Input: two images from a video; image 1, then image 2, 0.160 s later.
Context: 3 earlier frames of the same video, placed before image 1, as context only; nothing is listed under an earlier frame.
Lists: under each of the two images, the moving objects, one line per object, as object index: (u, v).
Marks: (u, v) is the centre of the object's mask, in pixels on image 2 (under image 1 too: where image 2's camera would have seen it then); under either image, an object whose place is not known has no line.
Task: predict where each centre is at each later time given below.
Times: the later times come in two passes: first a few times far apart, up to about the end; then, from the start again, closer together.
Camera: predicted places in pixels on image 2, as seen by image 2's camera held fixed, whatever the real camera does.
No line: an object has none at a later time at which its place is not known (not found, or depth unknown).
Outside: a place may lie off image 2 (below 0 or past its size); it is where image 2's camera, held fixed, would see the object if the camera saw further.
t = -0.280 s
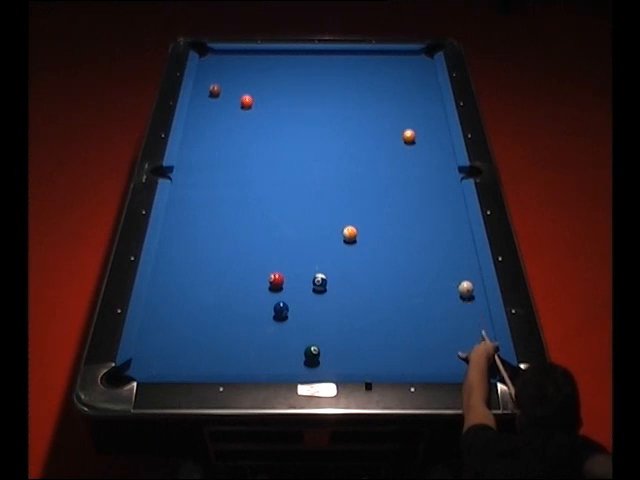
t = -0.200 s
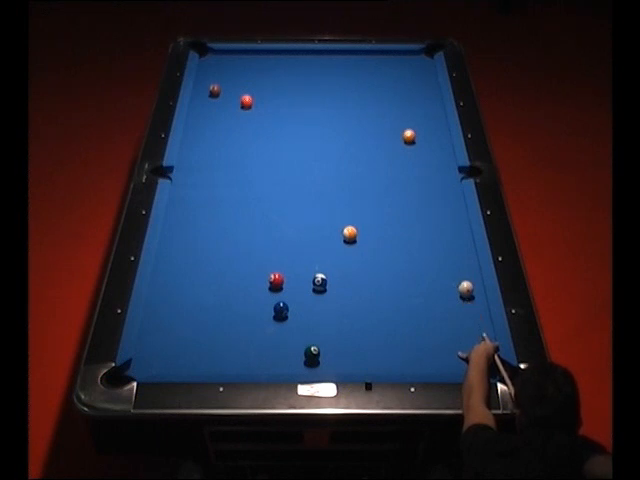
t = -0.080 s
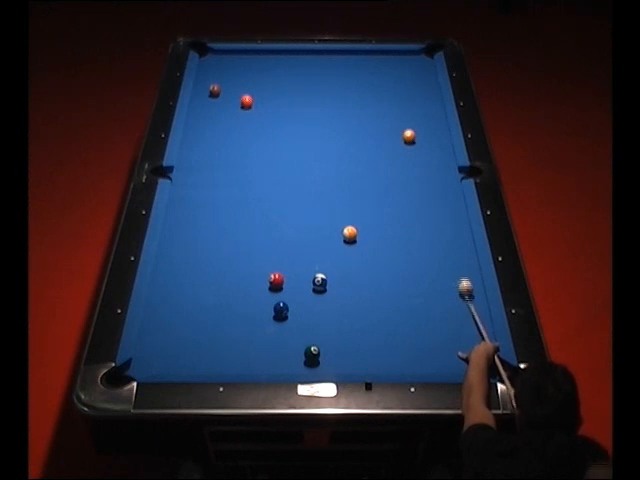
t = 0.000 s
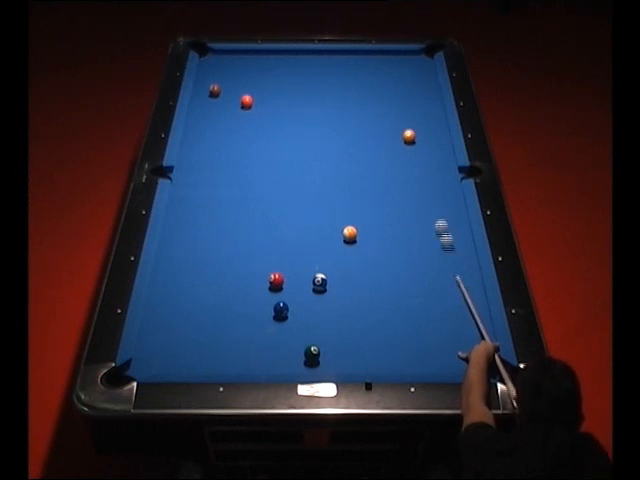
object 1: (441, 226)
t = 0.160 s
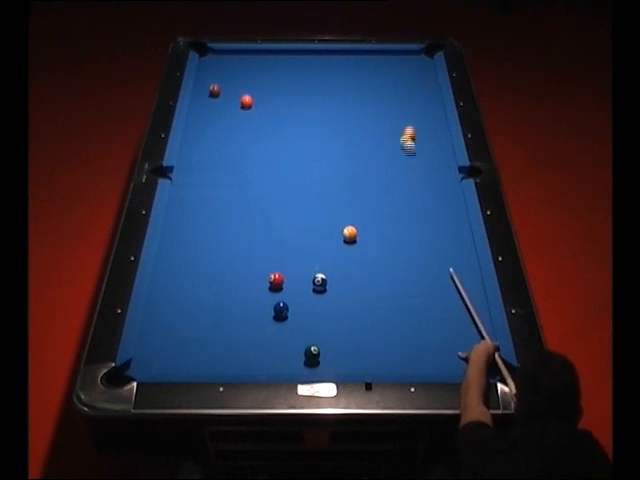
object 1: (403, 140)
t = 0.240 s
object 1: (384, 137)
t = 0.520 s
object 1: (331, 140)
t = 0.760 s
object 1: (293, 151)
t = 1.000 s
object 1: (256, 161)
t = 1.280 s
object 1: (212, 175)
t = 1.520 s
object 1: (177, 186)
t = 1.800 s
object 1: (199, 196)
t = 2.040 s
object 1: (217, 205)
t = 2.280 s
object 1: (234, 213)
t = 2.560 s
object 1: (254, 223)
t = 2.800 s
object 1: (271, 230)
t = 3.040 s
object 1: (287, 238)
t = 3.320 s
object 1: (304, 247)
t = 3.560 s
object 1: (319, 254)
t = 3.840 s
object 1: (335, 261)
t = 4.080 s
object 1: (348, 268)
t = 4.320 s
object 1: (361, 274)
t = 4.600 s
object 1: (374, 280)
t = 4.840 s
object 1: (385, 284)
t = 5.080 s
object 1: (395, 288)
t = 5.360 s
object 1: (405, 293)
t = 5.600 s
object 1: (413, 296)
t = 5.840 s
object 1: (420, 299)
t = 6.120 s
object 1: (427, 302)
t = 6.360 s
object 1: (432, 304)
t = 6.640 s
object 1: (437, 306)
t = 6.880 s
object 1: (440, 307)
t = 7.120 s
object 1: (442, 308)
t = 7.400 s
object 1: (442, 308)
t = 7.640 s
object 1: (443, 308)
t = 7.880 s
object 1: (443, 308)
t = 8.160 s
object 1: (443, 308)
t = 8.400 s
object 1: (443, 308)
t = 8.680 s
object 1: (443, 308)
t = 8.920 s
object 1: (443, 308)
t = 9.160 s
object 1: (443, 308)
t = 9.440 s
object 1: (443, 308)
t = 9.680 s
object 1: (443, 308)
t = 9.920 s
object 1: (443, 308)
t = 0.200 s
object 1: (393, 137)
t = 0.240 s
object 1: (384, 137)
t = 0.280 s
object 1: (374, 137)
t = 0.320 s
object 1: (366, 136)
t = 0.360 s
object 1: (356, 136)
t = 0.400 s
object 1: (349, 136)
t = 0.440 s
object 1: (341, 137)
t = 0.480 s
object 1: (335, 137)
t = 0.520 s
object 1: (331, 140)
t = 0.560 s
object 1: (324, 141)
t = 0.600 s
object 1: (318, 143)
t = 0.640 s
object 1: (312, 145)
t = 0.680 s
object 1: (306, 147)
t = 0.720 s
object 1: (299, 148)
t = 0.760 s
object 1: (293, 151)
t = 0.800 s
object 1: (287, 152)
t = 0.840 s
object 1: (281, 154)
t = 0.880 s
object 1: (275, 156)
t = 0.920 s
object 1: (268, 158)
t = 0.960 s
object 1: (262, 160)
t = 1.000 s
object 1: (256, 161)
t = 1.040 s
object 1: (249, 163)
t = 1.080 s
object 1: (243, 166)
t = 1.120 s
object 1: (237, 167)
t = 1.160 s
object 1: (231, 169)
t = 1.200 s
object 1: (225, 171)
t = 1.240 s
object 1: (218, 172)
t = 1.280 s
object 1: (212, 175)
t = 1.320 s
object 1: (206, 177)
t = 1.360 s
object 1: (200, 178)
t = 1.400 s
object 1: (193, 180)
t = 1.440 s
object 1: (187, 182)
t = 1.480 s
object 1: (181, 184)
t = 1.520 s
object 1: (177, 186)
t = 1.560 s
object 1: (180, 187)
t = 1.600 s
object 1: (183, 189)
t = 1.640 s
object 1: (187, 190)
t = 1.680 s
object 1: (190, 192)
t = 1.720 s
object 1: (192, 193)
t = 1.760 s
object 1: (195, 195)
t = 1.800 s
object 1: (199, 196)
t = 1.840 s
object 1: (202, 198)
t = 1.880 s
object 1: (205, 199)
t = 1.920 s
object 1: (208, 200)
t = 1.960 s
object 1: (211, 202)
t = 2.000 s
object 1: (214, 204)
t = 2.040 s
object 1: (217, 205)
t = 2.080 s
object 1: (219, 207)
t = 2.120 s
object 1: (222, 208)
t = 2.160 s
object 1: (225, 209)
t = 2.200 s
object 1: (229, 211)
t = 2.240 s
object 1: (231, 212)
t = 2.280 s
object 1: (234, 213)
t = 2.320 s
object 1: (237, 215)
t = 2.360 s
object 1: (240, 216)
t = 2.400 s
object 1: (243, 218)
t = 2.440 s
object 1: (245, 219)
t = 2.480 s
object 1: (248, 220)
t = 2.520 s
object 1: (251, 221)
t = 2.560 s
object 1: (254, 223)
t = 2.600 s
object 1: (257, 224)
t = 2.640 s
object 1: (260, 226)
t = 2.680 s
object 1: (263, 227)
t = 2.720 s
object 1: (265, 228)
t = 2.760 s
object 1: (268, 229)
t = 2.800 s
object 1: (271, 230)
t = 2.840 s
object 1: (273, 232)
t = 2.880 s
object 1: (276, 233)
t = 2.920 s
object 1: (279, 234)
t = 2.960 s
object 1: (281, 236)
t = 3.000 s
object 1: (284, 237)
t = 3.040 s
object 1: (287, 238)
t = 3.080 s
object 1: (289, 239)
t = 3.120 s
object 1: (292, 240)
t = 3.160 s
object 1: (294, 242)
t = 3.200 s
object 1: (297, 243)
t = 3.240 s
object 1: (299, 244)
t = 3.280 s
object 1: (302, 246)
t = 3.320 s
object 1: (304, 247)
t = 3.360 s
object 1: (307, 248)
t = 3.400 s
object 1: (309, 249)
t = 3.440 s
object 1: (312, 250)
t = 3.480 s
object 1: (314, 251)
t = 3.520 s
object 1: (317, 253)
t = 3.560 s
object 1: (319, 254)
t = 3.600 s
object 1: (321, 255)
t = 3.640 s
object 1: (324, 256)
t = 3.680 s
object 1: (326, 257)
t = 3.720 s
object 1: (328, 258)
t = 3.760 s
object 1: (331, 259)
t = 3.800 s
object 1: (333, 260)
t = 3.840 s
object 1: (335, 261)
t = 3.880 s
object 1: (337, 263)
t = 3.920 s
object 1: (339, 264)
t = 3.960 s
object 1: (342, 265)
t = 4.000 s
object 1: (344, 266)
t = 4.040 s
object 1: (346, 267)
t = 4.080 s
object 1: (348, 268)
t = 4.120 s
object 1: (350, 268)
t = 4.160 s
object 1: (352, 270)
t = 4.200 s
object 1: (355, 271)
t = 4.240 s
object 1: (357, 271)
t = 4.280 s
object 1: (359, 272)
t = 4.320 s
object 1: (361, 274)
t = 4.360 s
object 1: (363, 274)
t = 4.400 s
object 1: (365, 276)
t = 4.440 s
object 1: (367, 276)
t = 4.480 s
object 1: (368, 277)
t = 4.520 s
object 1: (370, 278)
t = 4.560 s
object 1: (373, 279)
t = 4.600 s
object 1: (374, 280)
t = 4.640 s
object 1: (376, 281)
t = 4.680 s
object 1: (378, 281)
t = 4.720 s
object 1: (380, 282)
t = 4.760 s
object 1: (381, 283)
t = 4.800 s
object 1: (383, 284)
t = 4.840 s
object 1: (385, 284)
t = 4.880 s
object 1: (387, 286)
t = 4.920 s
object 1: (388, 286)
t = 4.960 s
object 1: (390, 287)
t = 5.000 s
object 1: (392, 287)
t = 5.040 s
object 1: (393, 288)
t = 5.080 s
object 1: (395, 288)
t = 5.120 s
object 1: (397, 289)
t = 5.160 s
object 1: (398, 290)
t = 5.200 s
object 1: (399, 290)
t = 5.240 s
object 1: (401, 291)
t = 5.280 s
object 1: (402, 291)
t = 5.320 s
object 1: (404, 293)
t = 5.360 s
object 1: (405, 293)
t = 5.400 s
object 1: (407, 293)
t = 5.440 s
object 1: (408, 294)
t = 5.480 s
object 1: (409, 294)
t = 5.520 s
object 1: (411, 295)
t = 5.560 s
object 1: (412, 295)
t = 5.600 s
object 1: (413, 296)
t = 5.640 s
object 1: (415, 296)
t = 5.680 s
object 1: (416, 297)
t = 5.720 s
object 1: (417, 297)
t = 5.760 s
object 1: (418, 298)
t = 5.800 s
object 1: (419, 298)
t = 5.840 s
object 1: (420, 299)
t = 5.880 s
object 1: (422, 299)
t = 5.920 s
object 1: (422, 300)
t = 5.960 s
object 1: (424, 300)
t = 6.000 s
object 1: (425, 301)
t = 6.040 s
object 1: (426, 301)
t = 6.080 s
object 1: (427, 302)
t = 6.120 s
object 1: (427, 302)
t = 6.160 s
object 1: (428, 302)
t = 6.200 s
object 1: (429, 303)
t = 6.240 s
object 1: (430, 303)
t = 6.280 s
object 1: (431, 303)
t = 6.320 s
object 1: (431, 304)
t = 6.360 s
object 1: (432, 304)
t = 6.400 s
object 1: (433, 304)
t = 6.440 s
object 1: (434, 305)
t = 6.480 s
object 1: (434, 305)
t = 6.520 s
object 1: (435, 305)
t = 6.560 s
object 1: (436, 305)
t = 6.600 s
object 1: (436, 305)
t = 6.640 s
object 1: (437, 306)
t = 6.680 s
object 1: (437, 306)
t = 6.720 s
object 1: (438, 306)
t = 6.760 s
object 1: (438, 306)
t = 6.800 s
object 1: (439, 307)
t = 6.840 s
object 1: (440, 307)
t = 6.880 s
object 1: (440, 307)
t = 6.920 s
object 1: (441, 307)
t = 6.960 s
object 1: (441, 307)
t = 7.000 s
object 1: (441, 307)
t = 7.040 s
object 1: (442, 307)
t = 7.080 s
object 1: (442, 308)
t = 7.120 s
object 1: (442, 308)
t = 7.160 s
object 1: (442, 308)
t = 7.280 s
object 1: (442, 308)
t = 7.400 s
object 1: (442, 308)
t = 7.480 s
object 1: (442, 308)
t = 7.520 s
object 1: (442, 308)
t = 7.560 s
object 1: (442, 308)
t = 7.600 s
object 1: (443, 308)
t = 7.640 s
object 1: (443, 308)
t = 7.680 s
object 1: (443, 308)
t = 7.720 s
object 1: (443, 308)
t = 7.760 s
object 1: (443, 308)
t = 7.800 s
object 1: (443, 308)
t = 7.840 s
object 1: (443, 308)
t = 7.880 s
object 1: (443, 308)
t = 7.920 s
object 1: (443, 308)
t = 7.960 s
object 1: (443, 308)
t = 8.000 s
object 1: (443, 308)
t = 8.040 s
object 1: (443, 308)
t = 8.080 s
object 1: (443, 308)
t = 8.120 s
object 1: (443, 308)
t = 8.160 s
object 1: (443, 308)
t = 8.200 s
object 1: (443, 308)
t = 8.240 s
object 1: (443, 308)
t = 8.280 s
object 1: (443, 308)
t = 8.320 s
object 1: (443, 308)
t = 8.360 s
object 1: (443, 308)
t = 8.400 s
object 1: (443, 308)
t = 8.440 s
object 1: (443, 308)
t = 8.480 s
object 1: (443, 308)
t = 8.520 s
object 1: (443, 308)
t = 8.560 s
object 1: (443, 308)
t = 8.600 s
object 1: (443, 308)
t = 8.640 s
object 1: (443, 308)
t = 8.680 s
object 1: (443, 308)
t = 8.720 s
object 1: (443, 308)
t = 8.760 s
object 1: (443, 308)
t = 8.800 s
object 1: (443, 308)
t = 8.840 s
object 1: (443, 308)
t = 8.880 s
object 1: (443, 308)
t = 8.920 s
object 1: (443, 308)
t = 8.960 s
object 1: (443, 308)
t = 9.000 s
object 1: (443, 308)
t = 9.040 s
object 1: (443, 308)
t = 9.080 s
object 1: (443, 308)
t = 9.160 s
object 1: (443, 308)
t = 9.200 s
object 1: (443, 308)
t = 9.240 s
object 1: (443, 308)
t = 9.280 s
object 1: (443, 308)
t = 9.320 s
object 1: (443, 308)
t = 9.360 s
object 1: (443, 308)
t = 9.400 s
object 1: (443, 308)
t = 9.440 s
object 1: (443, 308)
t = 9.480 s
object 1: (443, 308)
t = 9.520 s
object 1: (443, 308)
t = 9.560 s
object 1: (443, 308)
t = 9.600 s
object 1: (443, 308)
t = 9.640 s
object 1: (443, 308)
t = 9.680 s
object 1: (443, 308)
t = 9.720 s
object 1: (443, 308)
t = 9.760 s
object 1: (443, 308)
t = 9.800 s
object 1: (443, 308)
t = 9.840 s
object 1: (443, 308)
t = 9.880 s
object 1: (443, 308)
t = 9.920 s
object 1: (443, 308)
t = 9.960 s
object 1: (443, 308)
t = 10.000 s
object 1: (443, 308)
